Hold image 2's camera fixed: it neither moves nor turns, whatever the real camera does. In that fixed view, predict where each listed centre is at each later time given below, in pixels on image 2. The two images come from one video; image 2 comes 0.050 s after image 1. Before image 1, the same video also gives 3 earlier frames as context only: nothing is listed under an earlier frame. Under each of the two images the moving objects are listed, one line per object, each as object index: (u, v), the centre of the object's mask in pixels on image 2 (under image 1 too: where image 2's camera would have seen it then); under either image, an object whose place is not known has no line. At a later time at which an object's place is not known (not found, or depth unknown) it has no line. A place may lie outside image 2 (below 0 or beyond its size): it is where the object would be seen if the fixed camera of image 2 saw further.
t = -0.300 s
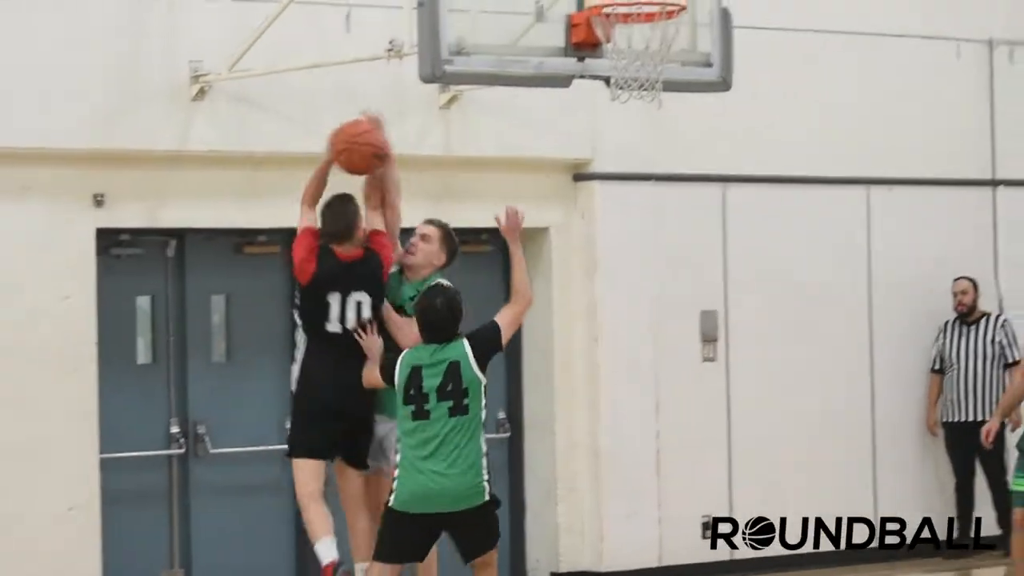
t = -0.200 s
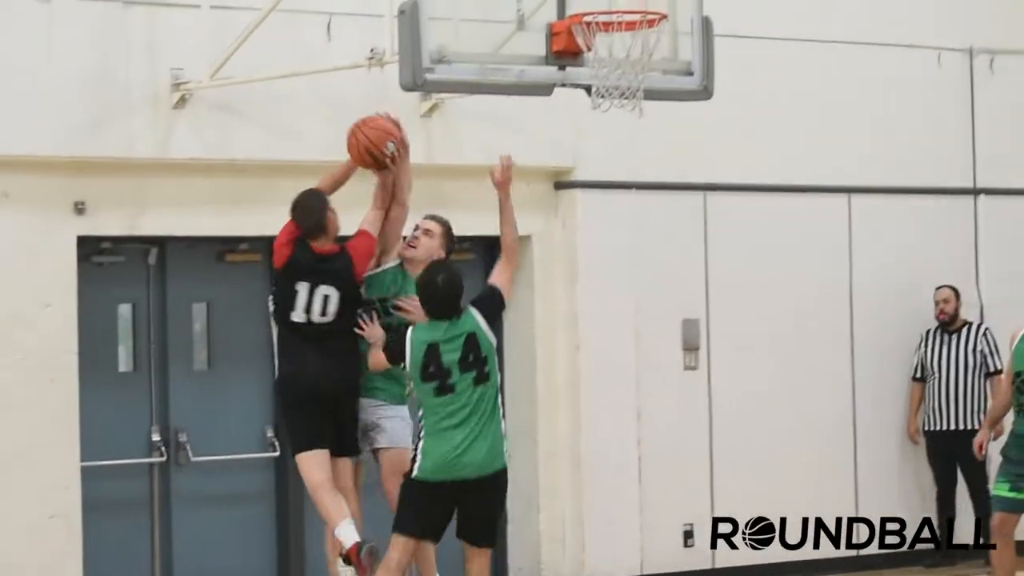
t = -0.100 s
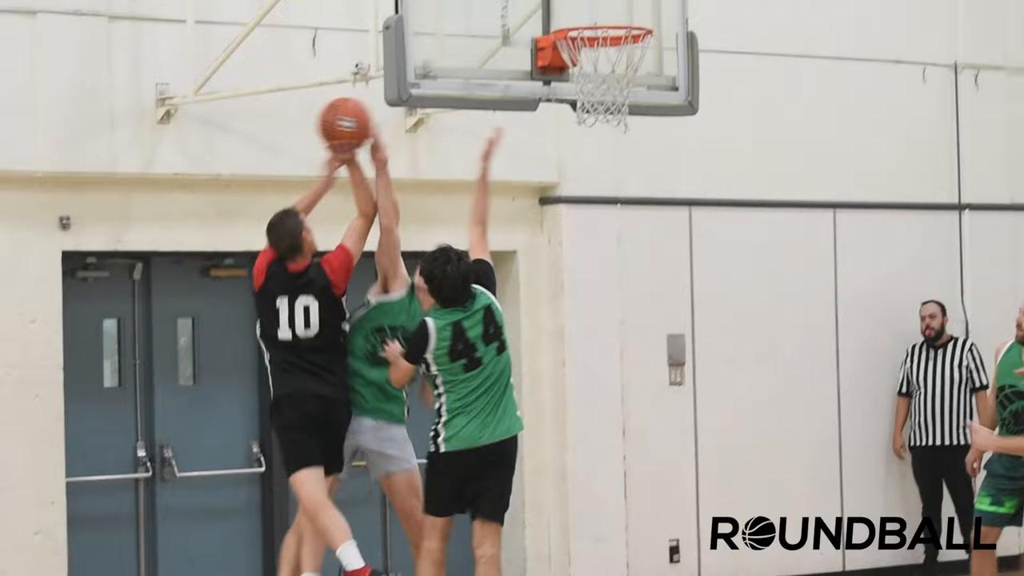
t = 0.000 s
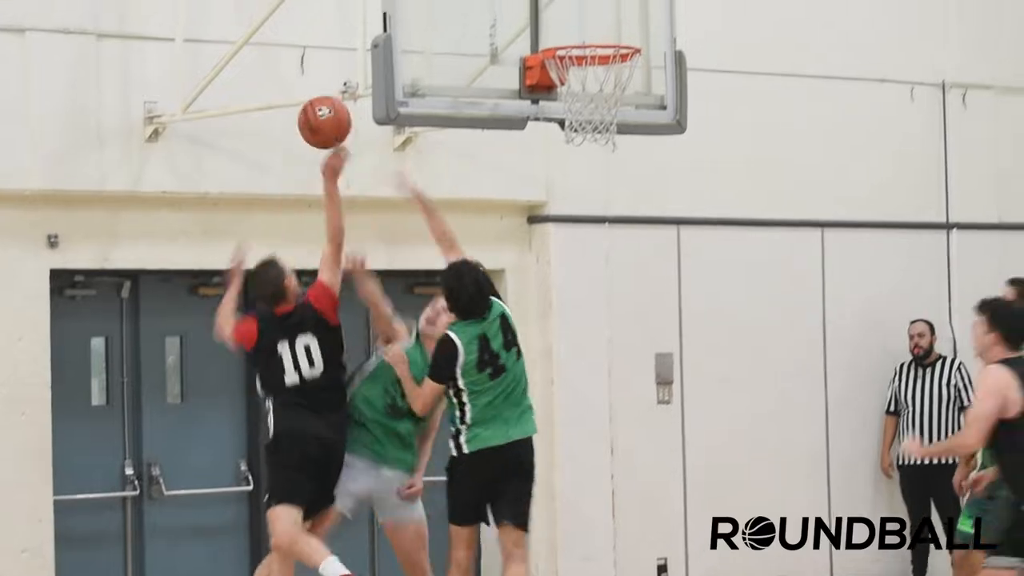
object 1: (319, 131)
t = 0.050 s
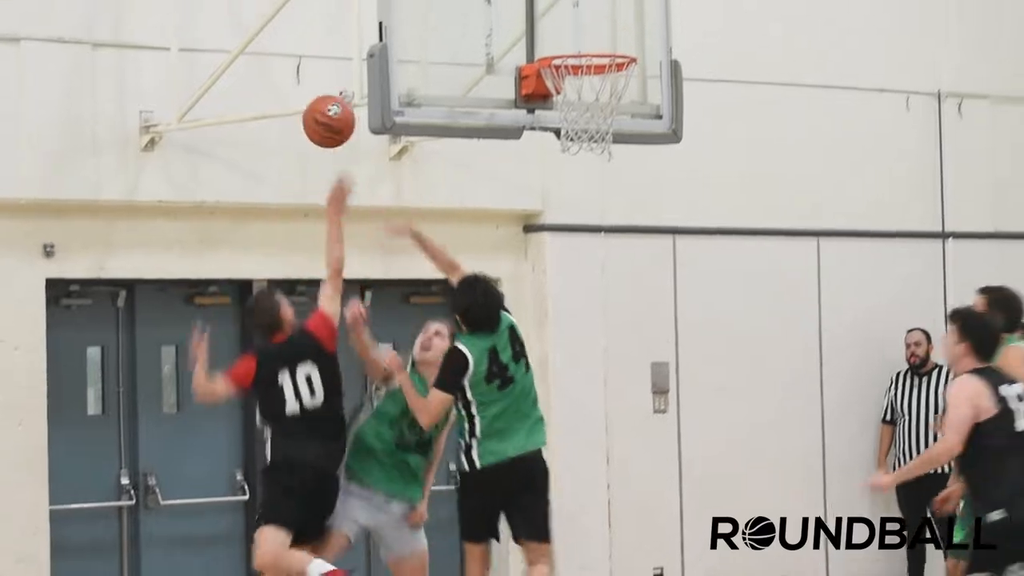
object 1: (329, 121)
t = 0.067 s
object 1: (332, 119)
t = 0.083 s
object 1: (334, 117)
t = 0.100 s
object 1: (337, 116)
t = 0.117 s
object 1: (341, 115)
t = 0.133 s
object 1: (343, 116)
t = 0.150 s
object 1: (346, 116)
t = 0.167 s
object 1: (348, 117)
